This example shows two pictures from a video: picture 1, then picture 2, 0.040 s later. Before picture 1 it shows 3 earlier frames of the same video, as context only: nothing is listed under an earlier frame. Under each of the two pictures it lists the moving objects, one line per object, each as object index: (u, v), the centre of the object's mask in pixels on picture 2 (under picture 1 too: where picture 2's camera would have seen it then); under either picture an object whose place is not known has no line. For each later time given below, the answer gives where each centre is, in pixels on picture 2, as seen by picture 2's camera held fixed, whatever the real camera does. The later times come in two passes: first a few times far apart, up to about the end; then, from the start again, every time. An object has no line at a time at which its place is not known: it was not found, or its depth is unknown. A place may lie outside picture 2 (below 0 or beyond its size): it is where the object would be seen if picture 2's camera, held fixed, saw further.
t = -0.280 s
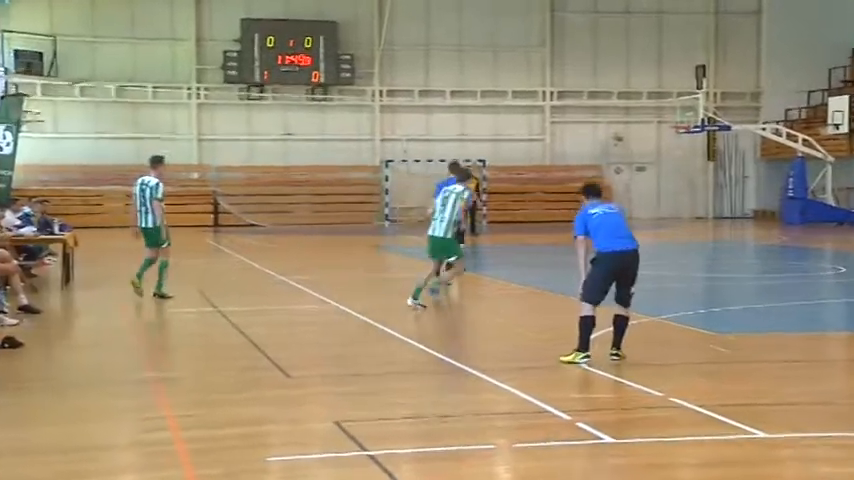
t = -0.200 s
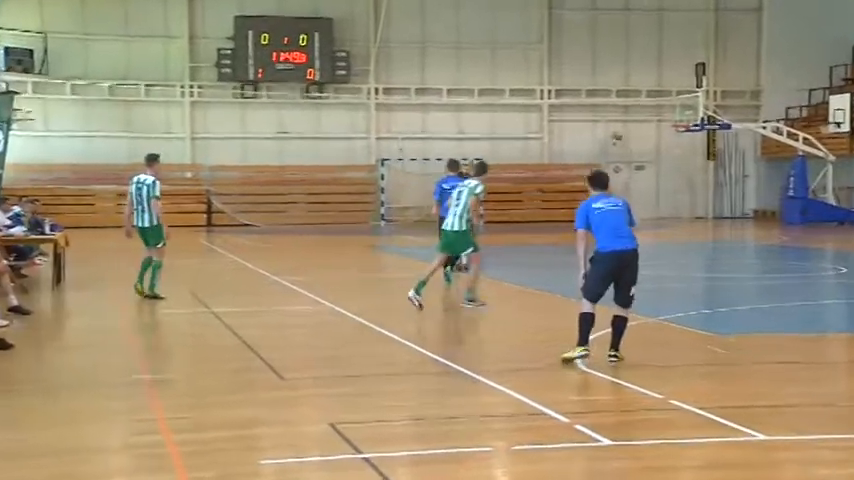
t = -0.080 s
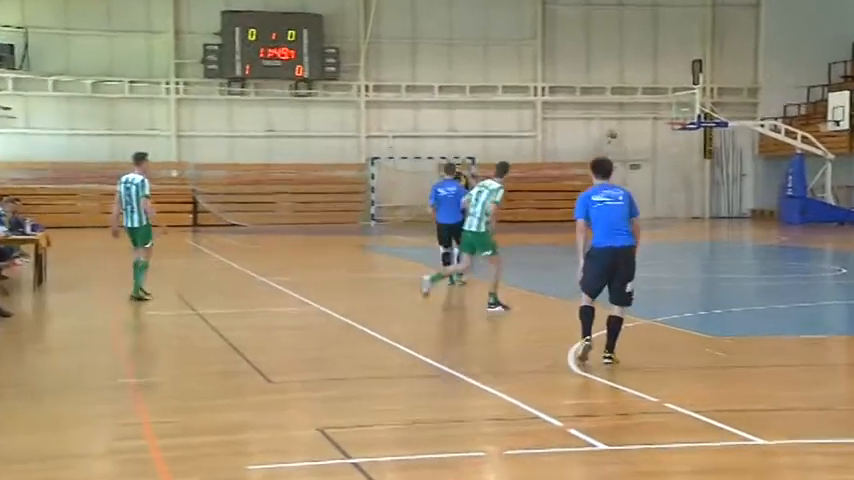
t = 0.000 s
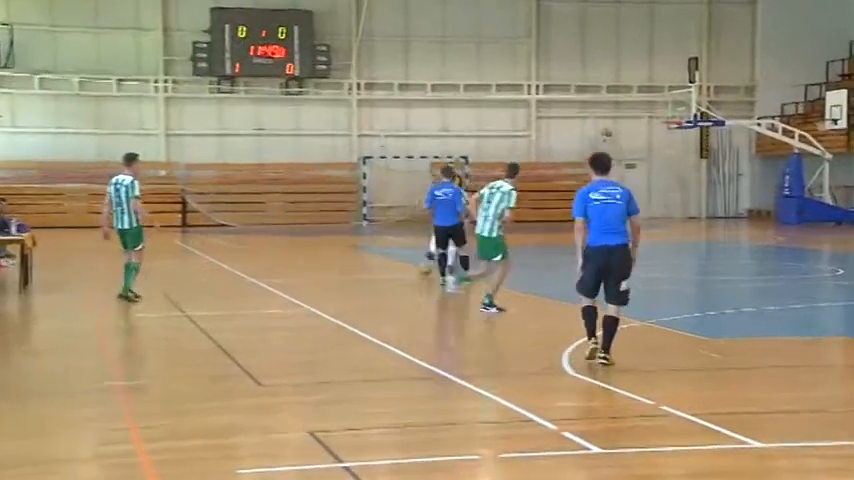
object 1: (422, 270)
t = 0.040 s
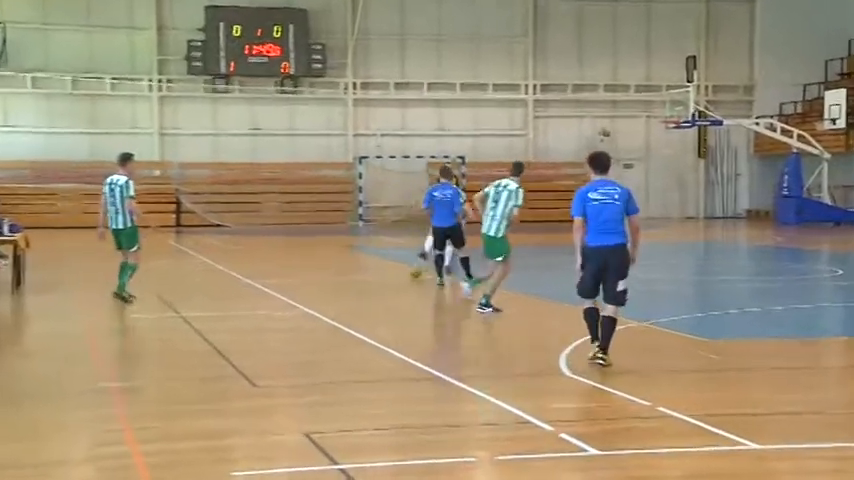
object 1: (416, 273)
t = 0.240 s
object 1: (383, 277)
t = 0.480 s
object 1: (348, 281)
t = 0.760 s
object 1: (309, 290)
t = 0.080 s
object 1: (408, 272)
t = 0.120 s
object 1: (402, 274)
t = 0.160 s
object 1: (397, 275)
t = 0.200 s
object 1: (390, 276)
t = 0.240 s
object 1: (383, 277)
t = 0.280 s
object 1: (379, 278)
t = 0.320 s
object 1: (372, 279)
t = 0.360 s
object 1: (366, 280)
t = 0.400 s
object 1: (361, 281)
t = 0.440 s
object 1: (354, 282)
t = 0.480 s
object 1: (348, 281)
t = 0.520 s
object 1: (342, 282)
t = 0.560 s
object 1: (336, 284)
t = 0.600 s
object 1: (331, 285)
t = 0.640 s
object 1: (326, 285)
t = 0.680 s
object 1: (321, 286)
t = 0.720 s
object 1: (317, 288)
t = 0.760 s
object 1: (309, 290)
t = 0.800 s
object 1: (303, 290)
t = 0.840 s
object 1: (297, 291)
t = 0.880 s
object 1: (292, 291)
